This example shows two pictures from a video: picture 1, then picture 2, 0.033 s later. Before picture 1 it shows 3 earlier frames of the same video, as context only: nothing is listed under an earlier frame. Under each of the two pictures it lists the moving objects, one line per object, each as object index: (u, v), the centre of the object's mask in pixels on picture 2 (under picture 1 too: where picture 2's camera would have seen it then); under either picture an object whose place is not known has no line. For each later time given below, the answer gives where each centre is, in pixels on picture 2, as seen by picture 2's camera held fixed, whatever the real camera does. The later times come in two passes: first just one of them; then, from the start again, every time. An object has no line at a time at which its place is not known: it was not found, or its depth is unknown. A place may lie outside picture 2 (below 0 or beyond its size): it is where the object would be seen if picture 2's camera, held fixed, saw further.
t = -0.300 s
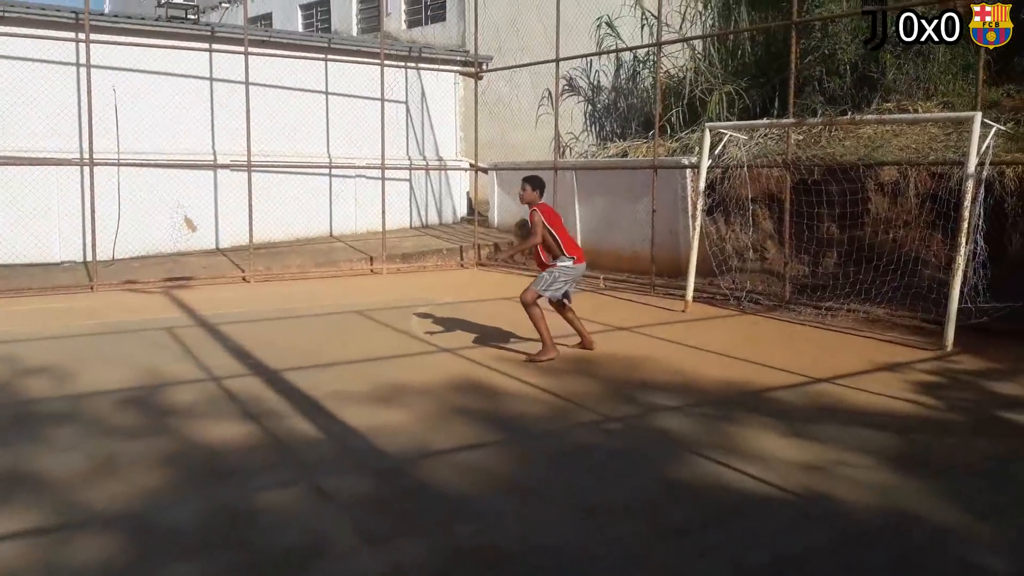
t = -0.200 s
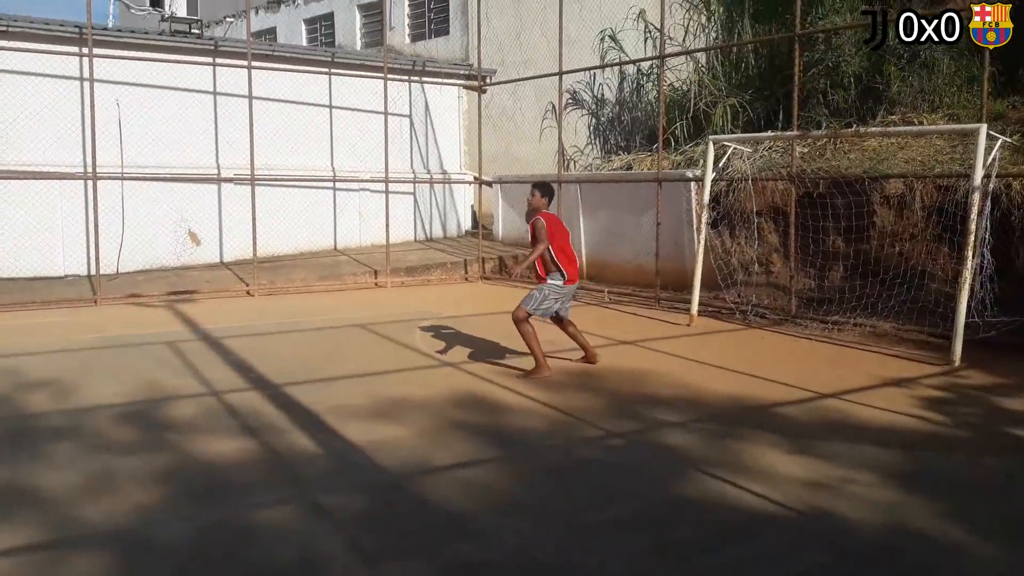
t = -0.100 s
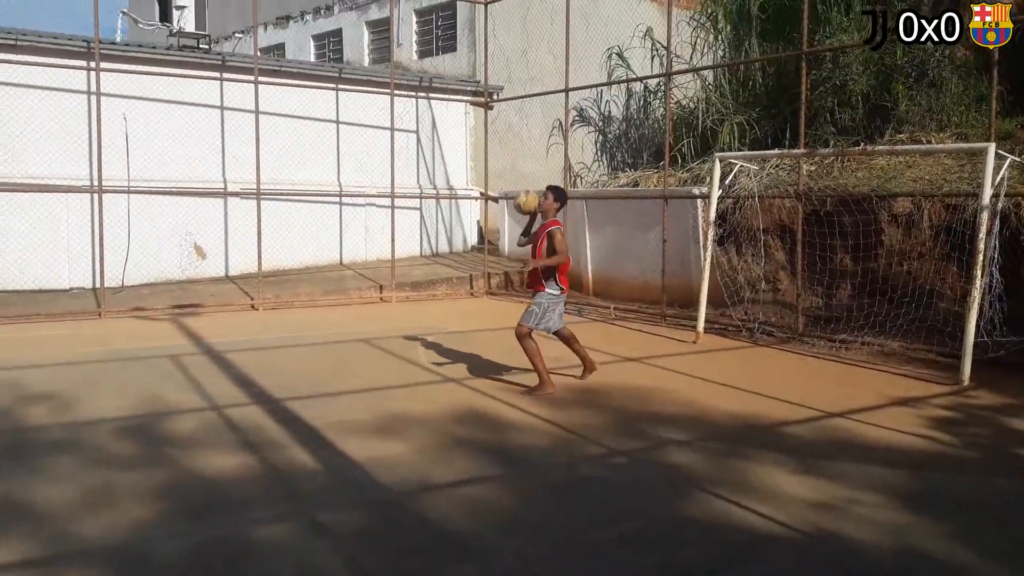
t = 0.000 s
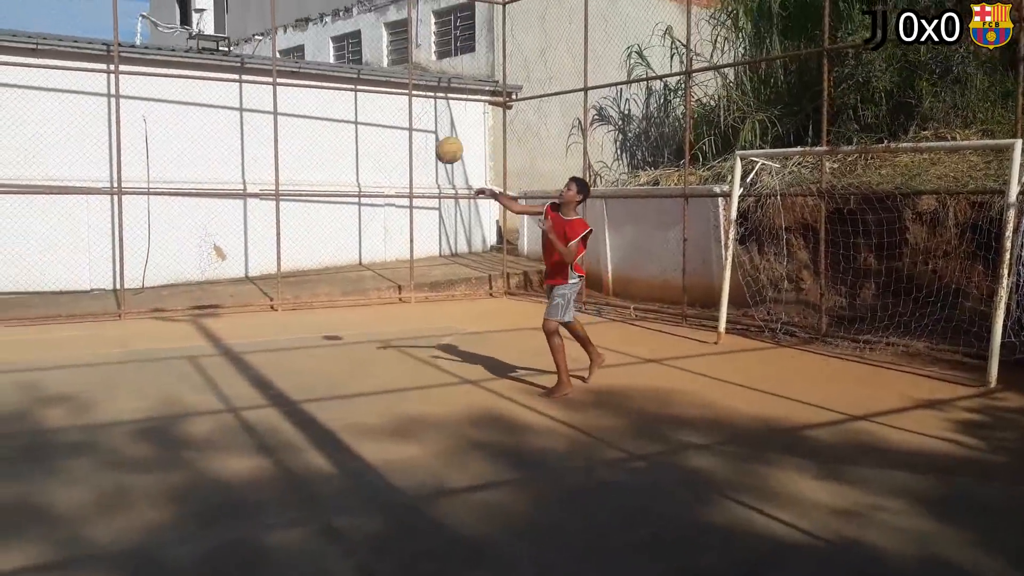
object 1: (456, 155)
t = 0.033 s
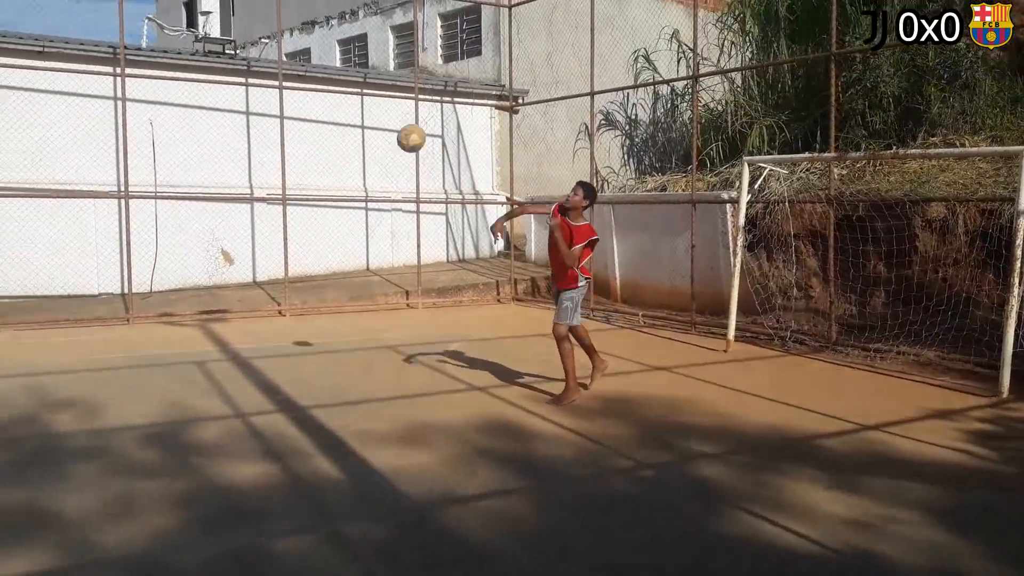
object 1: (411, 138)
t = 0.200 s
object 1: (136, 61)
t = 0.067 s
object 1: (362, 124)
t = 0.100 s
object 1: (312, 108)
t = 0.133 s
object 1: (261, 94)
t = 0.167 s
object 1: (200, 77)
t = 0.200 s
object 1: (136, 61)
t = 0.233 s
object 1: (72, 47)
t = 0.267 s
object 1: (1, 33)
